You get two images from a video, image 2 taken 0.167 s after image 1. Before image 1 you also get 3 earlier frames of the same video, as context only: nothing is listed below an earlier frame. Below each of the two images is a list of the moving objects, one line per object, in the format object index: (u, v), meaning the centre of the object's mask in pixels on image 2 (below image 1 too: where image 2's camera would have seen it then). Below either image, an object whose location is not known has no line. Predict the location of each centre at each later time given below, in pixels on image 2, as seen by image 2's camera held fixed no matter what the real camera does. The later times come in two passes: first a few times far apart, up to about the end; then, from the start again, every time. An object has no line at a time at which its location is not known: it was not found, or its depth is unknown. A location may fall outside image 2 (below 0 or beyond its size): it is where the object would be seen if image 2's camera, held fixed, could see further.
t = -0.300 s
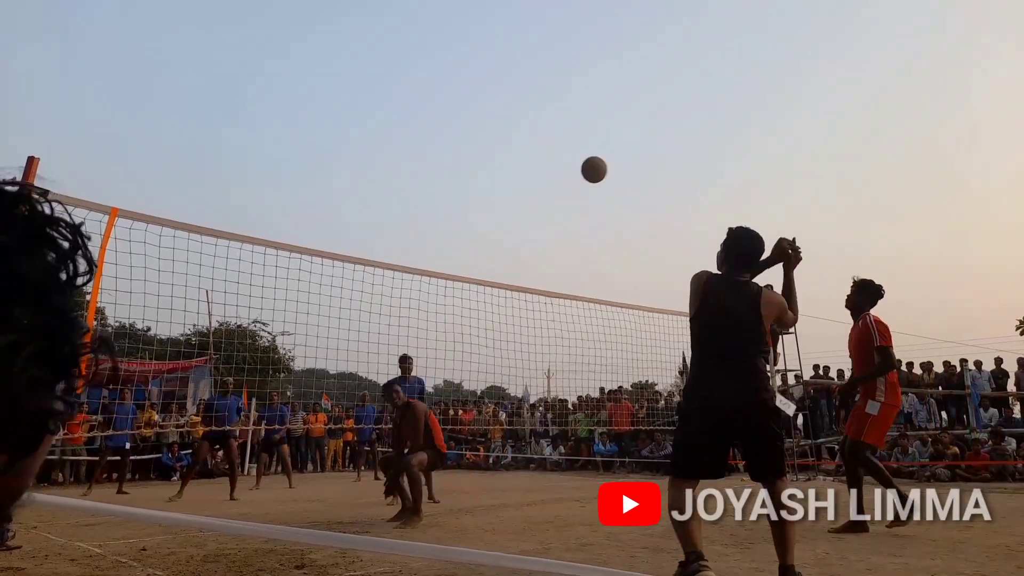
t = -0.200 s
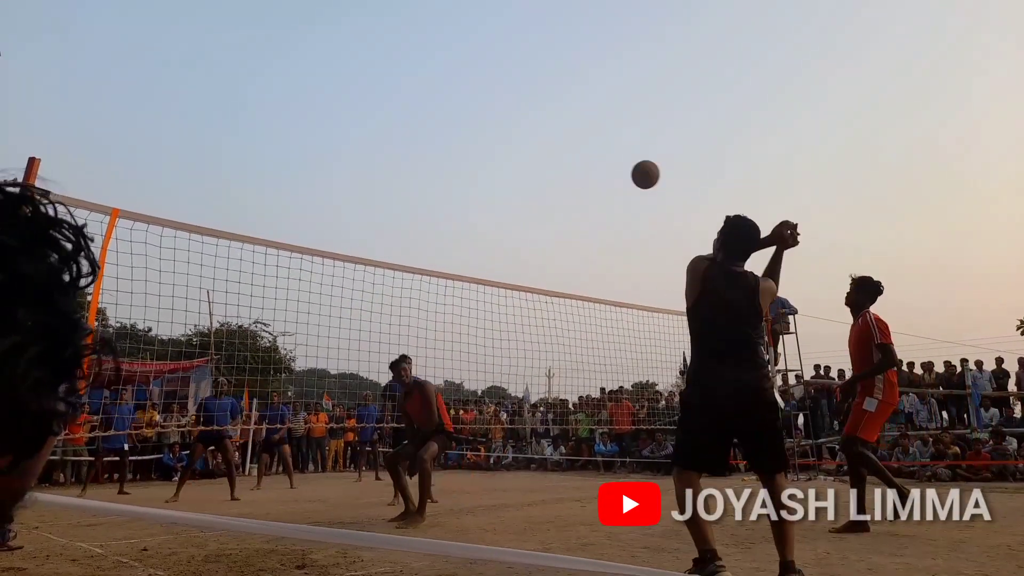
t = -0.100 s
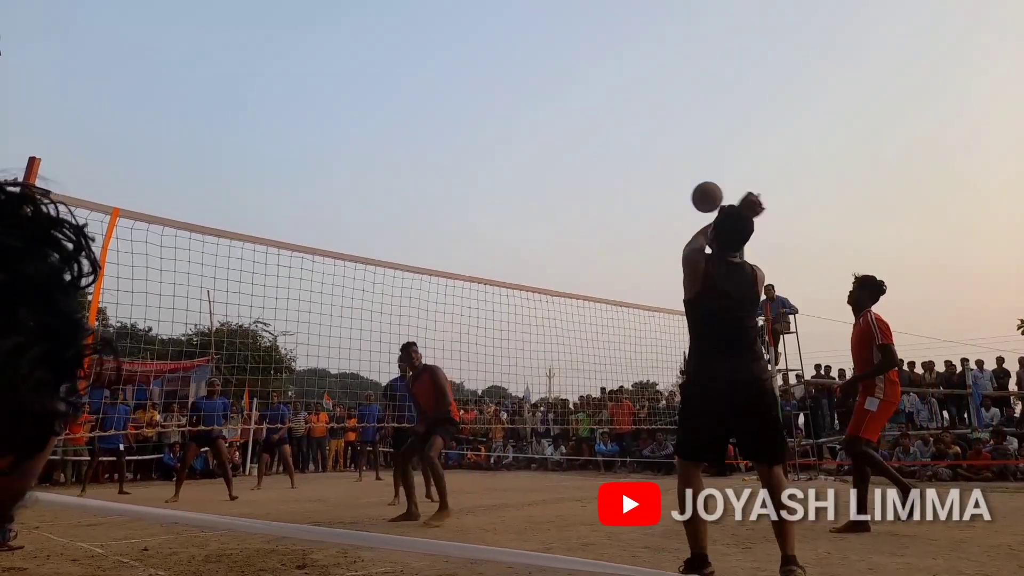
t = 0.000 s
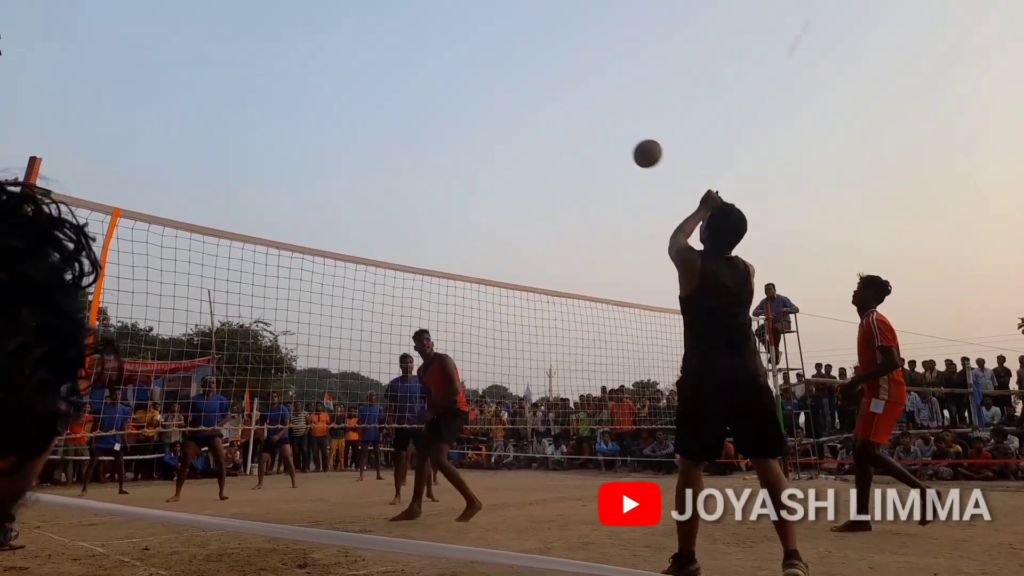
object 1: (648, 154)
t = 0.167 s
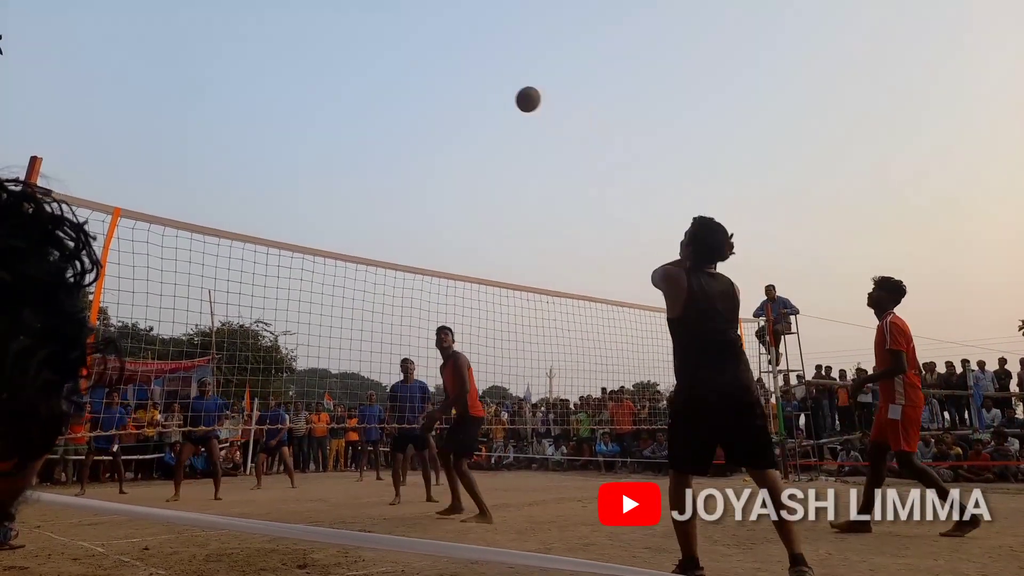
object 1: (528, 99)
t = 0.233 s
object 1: (488, 91)
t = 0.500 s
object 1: (360, 110)
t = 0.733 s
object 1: (271, 184)
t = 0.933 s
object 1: (207, 281)
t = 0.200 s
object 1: (508, 94)
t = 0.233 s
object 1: (488, 91)
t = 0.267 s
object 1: (470, 89)
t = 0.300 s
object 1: (453, 89)
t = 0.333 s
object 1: (436, 89)
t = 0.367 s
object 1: (419, 91)
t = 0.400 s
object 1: (403, 94)
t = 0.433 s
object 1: (388, 98)
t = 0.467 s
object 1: (374, 104)
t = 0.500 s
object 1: (360, 110)
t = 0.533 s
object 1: (346, 118)
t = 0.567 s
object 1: (333, 127)
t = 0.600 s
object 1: (320, 136)
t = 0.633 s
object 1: (307, 147)
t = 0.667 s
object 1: (295, 158)
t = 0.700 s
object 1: (283, 171)
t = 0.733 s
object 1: (271, 184)
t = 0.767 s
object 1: (260, 198)
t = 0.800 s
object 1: (249, 213)
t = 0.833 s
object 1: (238, 227)
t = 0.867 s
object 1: (227, 246)
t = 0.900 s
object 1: (217, 263)
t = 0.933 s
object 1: (207, 281)
